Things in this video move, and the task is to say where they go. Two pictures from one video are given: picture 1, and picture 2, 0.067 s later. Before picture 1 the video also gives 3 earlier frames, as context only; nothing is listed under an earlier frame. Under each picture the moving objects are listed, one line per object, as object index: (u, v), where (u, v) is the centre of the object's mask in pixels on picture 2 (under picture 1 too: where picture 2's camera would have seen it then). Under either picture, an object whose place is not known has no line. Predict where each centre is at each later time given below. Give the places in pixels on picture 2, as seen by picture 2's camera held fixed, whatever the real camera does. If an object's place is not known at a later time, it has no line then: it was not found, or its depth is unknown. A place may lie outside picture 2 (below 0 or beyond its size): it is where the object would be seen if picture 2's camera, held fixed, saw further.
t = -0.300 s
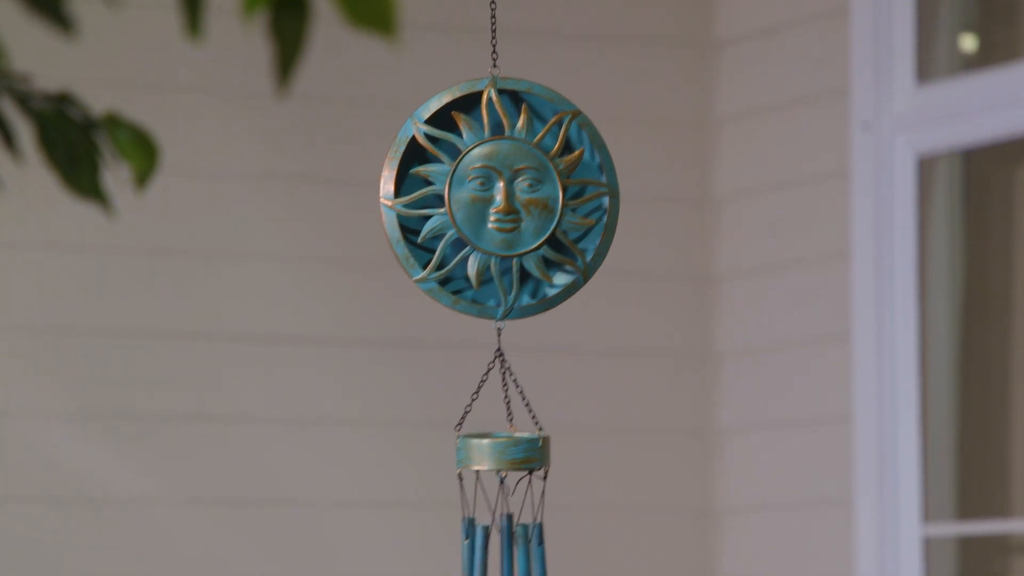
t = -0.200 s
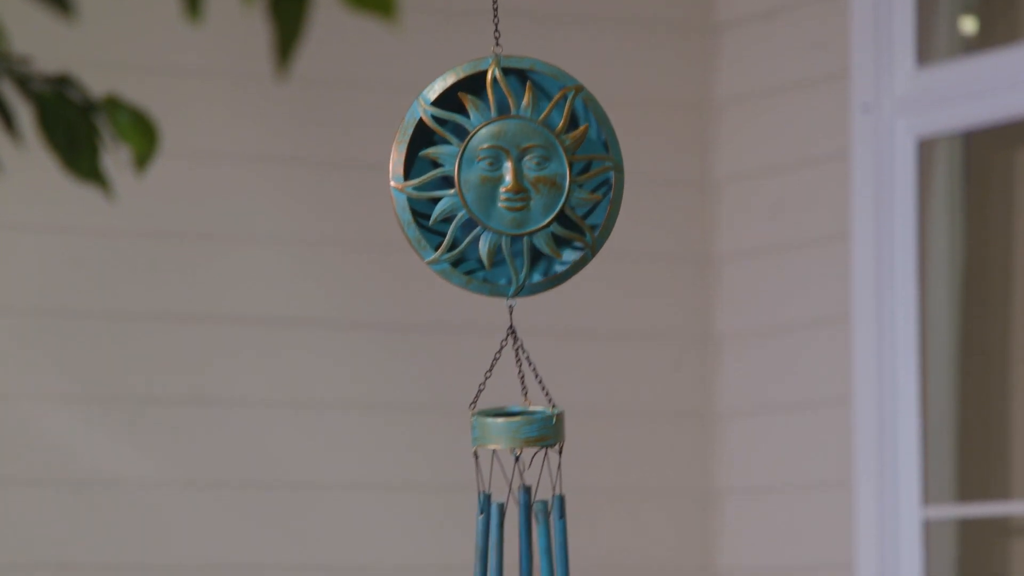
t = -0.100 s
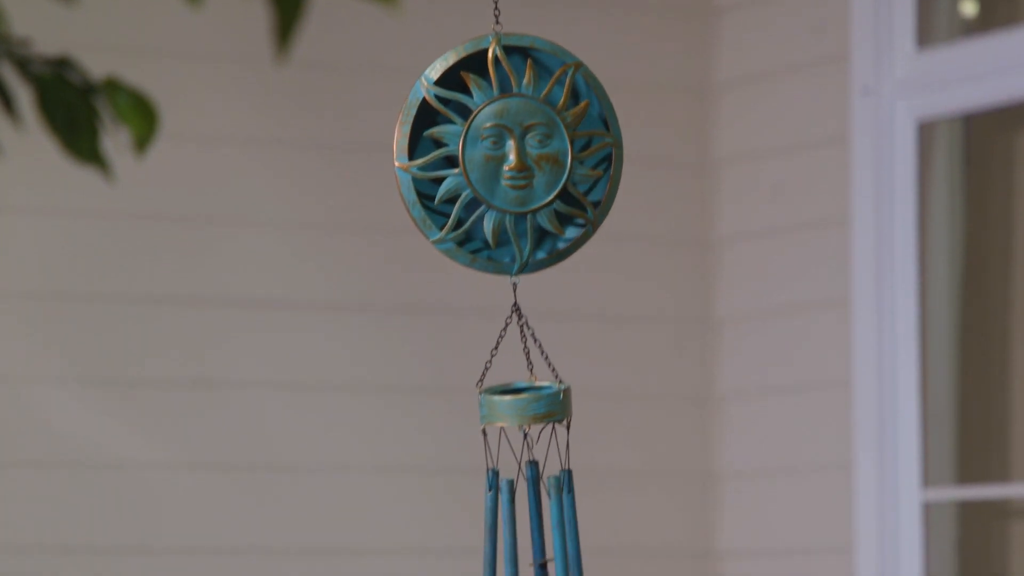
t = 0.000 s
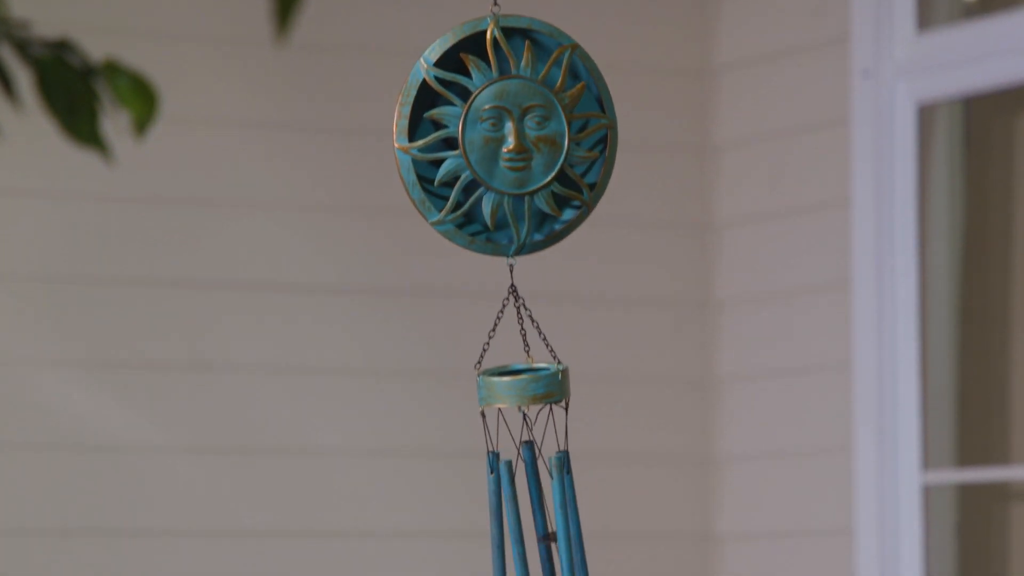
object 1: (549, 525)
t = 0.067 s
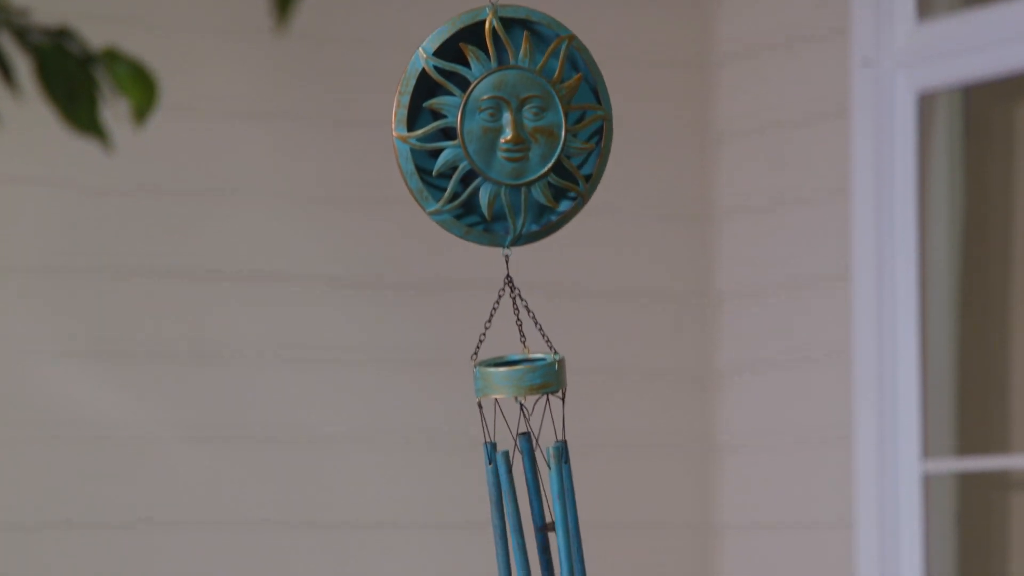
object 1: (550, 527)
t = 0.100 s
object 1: (548, 531)
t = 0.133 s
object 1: (543, 535)
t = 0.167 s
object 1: (538, 539)
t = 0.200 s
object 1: (532, 543)
